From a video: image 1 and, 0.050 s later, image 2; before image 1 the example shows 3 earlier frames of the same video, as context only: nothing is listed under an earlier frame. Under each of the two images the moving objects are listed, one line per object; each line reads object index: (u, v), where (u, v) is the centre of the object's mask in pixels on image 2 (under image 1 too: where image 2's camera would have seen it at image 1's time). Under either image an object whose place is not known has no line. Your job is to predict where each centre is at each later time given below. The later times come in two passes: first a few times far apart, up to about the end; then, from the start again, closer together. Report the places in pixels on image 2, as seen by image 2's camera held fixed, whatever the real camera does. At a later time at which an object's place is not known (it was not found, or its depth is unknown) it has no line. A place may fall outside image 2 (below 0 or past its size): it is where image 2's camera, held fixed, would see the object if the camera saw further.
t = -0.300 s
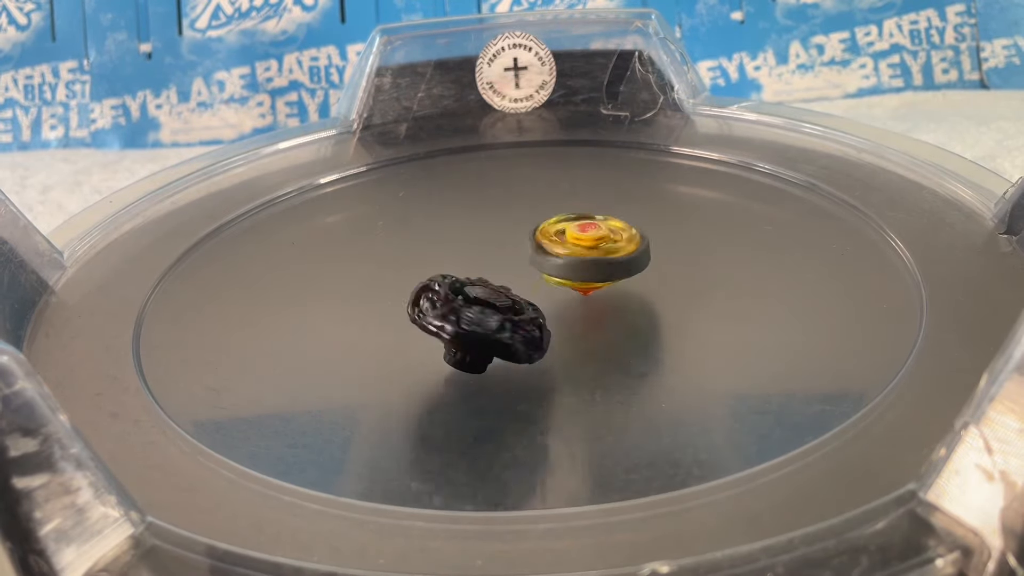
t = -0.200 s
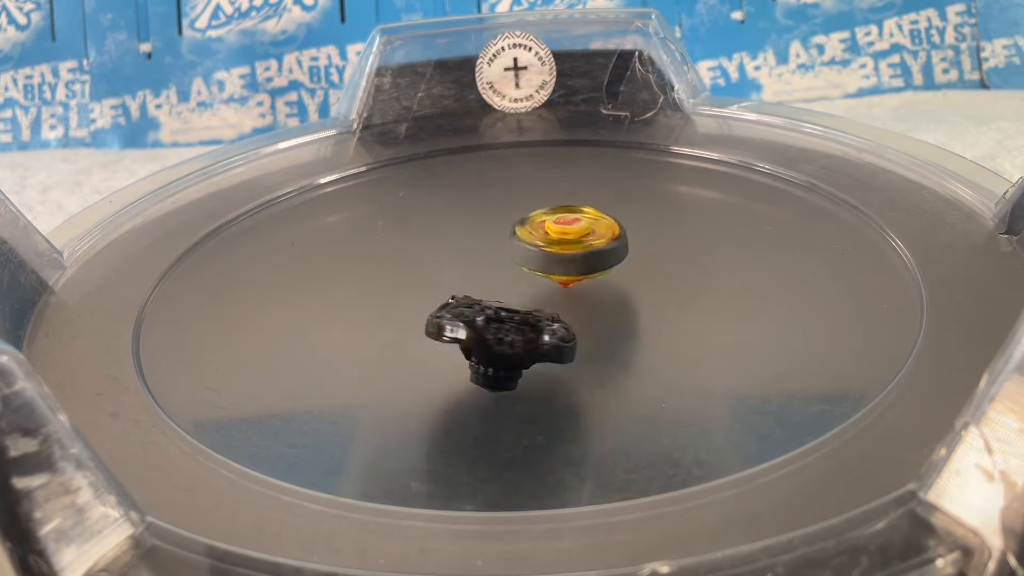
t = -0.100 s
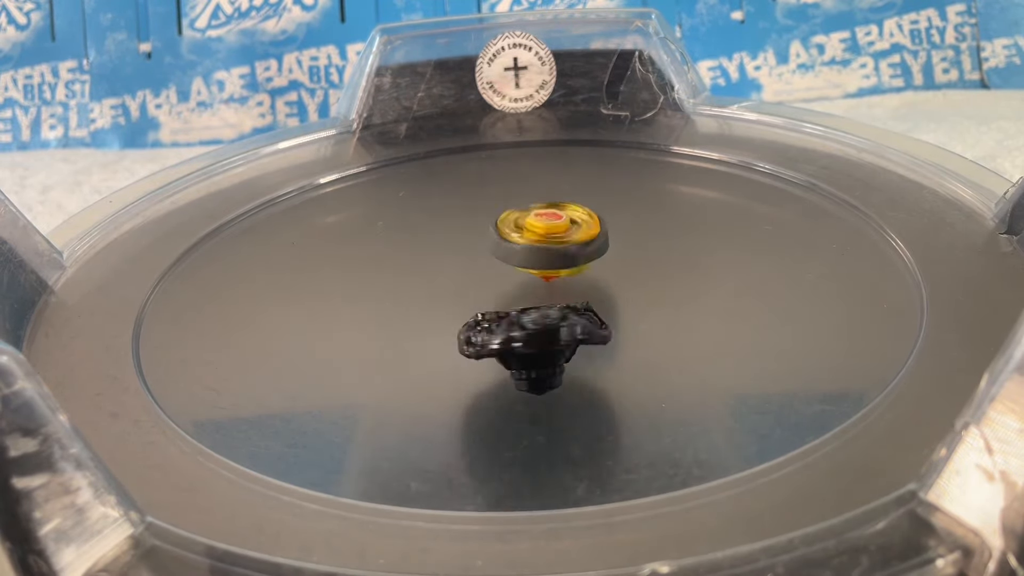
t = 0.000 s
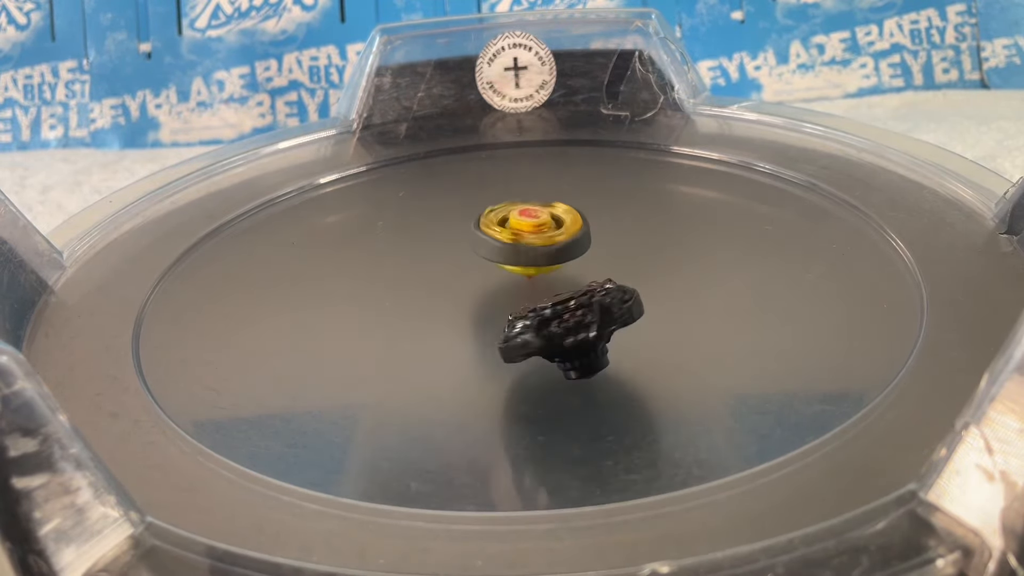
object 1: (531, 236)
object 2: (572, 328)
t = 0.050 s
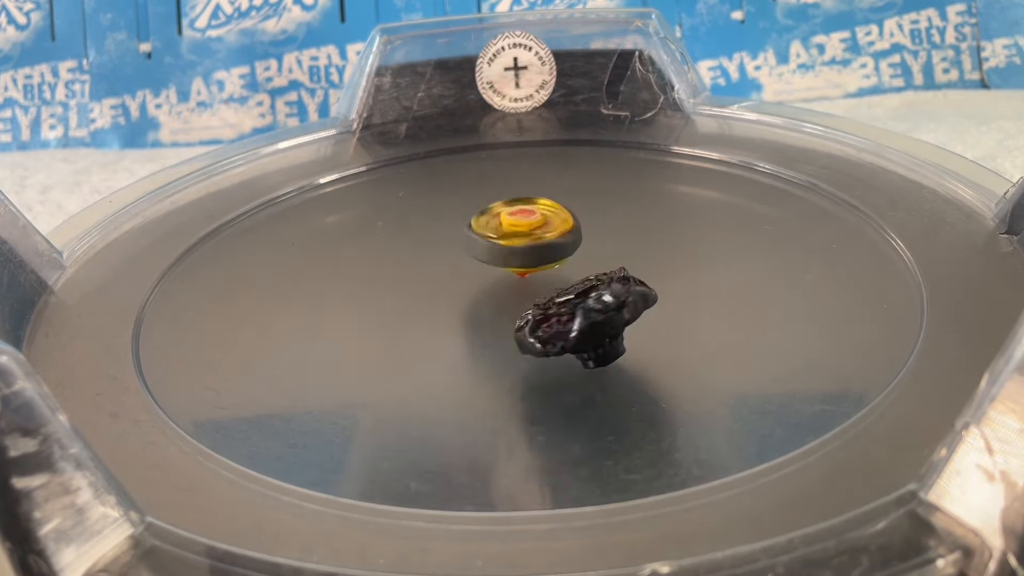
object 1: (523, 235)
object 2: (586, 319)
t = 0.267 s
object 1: (495, 242)
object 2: (610, 268)
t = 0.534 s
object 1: (432, 264)
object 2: (612, 240)
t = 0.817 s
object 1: (406, 292)
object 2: (540, 287)
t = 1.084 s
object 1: (355, 311)
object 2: (612, 298)
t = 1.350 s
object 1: (407, 320)
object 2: (581, 301)
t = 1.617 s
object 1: (418, 324)
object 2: (652, 291)
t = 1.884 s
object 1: (497, 324)
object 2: (626, 294)
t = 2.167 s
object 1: (511, 331)
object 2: (590, 262)
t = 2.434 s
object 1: (542, 328)
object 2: (567, 252)
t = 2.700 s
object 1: (559, 320)
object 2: (565, 247)
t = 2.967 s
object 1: (564, 316)
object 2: (564, 243)
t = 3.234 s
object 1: (562, 315)
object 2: (561, 241)
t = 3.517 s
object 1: (548, 309)
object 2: (562, 237)
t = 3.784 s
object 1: (524, 314)
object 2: (566, 237)
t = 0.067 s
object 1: (519, 235)
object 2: (591, 314)
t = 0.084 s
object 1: (517, 235)
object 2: (597, 309)
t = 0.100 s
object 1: (514, 236)
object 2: (599, 305)
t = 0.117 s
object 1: (513, 236)
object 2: (600, 302)
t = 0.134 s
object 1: (510, 236)
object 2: (602, 299)
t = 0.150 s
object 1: (508, 237)
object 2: (606, 294)
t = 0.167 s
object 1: (507, 237)
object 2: (607, 290)
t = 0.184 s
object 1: (504, 237)
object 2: (607, 287)
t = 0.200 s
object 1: (502, 238)
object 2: (608, 283)
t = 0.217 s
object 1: (500, 238)
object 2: (610, 279)
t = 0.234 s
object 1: (498, 240)
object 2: (612, 274)
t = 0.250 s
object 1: (496, 241)
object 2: (610, 271)
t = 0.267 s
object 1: (495, 242)
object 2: (610, 268)
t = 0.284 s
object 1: (495, 242)
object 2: (611, 264)
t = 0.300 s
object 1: (493, 243)
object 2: (613, 260)
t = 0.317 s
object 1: (491, 243)
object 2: (611, 256)
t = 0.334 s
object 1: (489, 245)
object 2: (609, 254)
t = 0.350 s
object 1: (488, 246)
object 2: (607, 252)
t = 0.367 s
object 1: (487, 248)
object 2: (606, 249)
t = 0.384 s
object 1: (484, 249)
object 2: (606, 247)
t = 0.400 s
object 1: (473, 250)
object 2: (612, 244)
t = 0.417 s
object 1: (463, 251)
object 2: (616, 243)
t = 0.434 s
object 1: (454, 253)
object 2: (619, 242)
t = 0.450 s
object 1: (446, 255)
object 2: (619, 241)
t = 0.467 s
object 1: (442, 257)
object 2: (617, 240)
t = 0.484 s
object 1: (438, 259)
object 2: (616, 238)
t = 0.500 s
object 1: (436, 261)
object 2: (614, 238)
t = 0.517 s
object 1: (434, 263)
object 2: (613, 239)
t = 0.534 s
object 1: (432, 264)
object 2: (612, 240)
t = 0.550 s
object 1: (428, 265)
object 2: (608, 242)
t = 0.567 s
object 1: (425, 267)
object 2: (605, 244)
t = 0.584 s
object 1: (424, 269)
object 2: (600, 245)
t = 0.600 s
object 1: (422, 271)
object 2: (597, 247)
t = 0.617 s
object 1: (421, 273)
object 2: (593, 248)
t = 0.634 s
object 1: (420, 274)
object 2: (588, 250)
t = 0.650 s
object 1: (418, 275)
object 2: (583, 253)
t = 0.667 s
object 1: (415, 277)
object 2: (578, 256)
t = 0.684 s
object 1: (414, 279)
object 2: (572, 259)
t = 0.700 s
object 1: (414, 280)
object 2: (566, 263)
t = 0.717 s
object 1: (413, 283)
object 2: (560, 267)
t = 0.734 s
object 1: (413, 284)
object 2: (555, 271)
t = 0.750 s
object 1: (413, 285)
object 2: (549, 275)
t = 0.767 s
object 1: (410, 286)
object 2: (546, 279)
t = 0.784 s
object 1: (407, 288)
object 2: (545, 282)
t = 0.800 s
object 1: (406, 290)
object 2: (543, 284)
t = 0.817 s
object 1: (406, 292)
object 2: (540, 287)
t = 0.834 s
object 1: (393, 292)
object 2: (551, 289)
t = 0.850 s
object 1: (383, 293)
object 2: (562, 292)
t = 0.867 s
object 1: (373, 294)
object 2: (571, 293)
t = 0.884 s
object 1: (366, 296)
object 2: (578, 294)
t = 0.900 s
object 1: (362, 298)
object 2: (583, 294)
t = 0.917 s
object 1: (360, 299)
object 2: (589, 295)
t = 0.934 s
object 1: (360, 300)
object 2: (593, 296)
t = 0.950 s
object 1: (359, 301)
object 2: (598, 298)
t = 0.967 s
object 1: (356, 302)
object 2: (600, 298)
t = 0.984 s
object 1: (354, 304)
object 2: (602, 298)
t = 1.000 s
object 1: (354, 305)
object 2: (604, 298)
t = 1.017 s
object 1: (354, 306)
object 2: (608, 298)
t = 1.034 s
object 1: (355, 308)
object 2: (612, 298)
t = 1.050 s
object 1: (355, 308)
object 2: (615, 296)
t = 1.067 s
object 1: (354, 309)
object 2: (614, 297)
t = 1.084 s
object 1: (355, 311)
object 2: (612, 298)
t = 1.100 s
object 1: (357, 312)
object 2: (610, 298)
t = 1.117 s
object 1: (359, 314)
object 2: (610, 298)
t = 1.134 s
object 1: (362, 314)
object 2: (611, 298)
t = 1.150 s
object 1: (363, 314)
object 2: (610, 297)
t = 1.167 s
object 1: (364, 315)
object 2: (609, 296)
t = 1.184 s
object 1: (367, 317)
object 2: (608, 296)
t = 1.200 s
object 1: (371, 318)
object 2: (606, 296)
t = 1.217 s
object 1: (375, 318)
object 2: (604, 296)
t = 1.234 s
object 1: (378, 318)
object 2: (601, 296)
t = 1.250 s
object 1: (381, 318)
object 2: (598, 296)
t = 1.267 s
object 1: (384, 319)
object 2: (595, 296)
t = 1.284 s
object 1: (388, 320)
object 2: (592, 297)
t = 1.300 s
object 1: (394, 321)
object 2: (589, 298)
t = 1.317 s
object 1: (399, 321)
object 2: (586, 300)
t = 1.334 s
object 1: (403, 320)
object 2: (583, 301)
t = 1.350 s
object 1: (407, 320)
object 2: (581, 301)
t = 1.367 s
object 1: (411, 322)
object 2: (578, 302)
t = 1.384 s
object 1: (417, 322)
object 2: (575, 303)
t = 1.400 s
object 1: (422, 322)
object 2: (572, 304)
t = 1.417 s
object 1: (428, 321)
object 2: (569, 306)
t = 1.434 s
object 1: (421, 322)
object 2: (577, 305)
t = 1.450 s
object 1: (410, 323)
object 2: (592, 305)
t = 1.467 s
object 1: (403, 324)
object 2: (605, 303)
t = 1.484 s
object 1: (398, 324)
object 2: (616, 302)
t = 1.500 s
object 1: (397, 322)
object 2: (625, 301)
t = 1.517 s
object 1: (396, 322)
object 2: (632, 299)
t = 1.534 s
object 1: (398, 323)
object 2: (637, 296)
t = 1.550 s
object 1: (402, 323)
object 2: (642, 295)
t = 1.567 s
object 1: (407, 324)
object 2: (646, 294)
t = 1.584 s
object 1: (411, 323)
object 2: (649, 293)
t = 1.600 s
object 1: (414, 323)
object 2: (651, 292)
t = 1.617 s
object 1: (418, 324)
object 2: (652, 291)
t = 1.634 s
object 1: (423, 325)
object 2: (652, 291)
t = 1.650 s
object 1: (427, 326)
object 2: (651, 291)
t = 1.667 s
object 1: (432, 325)
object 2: (649, 292)
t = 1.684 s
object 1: (436, 325)
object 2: (648, 294)
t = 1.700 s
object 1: (440, 326)
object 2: (647, 293)
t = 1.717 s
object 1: (445, 326)
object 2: (645, 292)
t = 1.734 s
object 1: (451, 326)
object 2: (643, 292)
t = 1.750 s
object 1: (456, 325)
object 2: (642, 292)
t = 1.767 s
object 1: (460, 325)
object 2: (640, 292)
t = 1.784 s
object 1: (465, 325)
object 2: (638, 293)
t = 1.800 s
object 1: (471, 325)
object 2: (636, 294)
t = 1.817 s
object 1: (477, 325)
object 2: (633, 294)
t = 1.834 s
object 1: (482, 324)
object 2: (631, 295)
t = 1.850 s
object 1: (487, 323)
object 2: (628, 295)
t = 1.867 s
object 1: (492, 324)
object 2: (626, 294)
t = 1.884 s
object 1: (497, 324)
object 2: (626, 294)
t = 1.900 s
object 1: (498, 324)
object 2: (625, 291)
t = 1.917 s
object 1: (501, 323)
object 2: (625, 289)
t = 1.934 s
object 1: (504, 323)
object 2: (623, 288)
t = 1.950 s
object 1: (506, 324)
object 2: (622, 285)
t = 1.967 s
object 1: (511, 324)
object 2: (621, 284)
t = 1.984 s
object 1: (515, 323)
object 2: (617, 282)
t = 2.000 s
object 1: (517, 321)
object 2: (615, 280)
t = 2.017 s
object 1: (519, 321)
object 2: (612, 278)
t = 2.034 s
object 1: (515, 325)
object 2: (610, 273)
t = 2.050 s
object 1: (513, 327)
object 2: (610, 274)
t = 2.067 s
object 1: (510, 327)
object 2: (609, 270)
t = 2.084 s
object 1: (507, 329)
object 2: (606, 269)
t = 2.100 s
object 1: (506, 331)
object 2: (606, 268)
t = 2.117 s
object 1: (506, 331)
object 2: (603, 266)
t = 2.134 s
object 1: (509, 331)
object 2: (600, 264)
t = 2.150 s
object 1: (510, 330)
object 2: (595, 263)
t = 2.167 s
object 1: (511, 331)
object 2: (590, 262)
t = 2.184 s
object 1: (515, 332)
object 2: (585, 261)
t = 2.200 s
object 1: (518, 332)
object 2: (582, 260)
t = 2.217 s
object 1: (520, 332)
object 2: (579, 258)
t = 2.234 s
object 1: (520, 332)
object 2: (575, 259)
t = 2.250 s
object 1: (522, 333)
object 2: (572, 258)
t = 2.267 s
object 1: (524, 333)
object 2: (570, 257)
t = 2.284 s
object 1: (527, 332)
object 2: (569, 255)
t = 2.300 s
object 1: (526, 331)
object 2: (569, 255)
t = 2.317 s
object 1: (529, 332)
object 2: (567, 256)
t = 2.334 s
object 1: (531, 332)
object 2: (566, 255)
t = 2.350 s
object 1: (534, 331)
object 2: (566, 254)
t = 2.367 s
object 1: (535, 330)
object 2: (567, 253)
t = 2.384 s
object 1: (535, 330)
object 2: (567, 254)
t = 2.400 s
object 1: (538, 330)
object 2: (566, 254)
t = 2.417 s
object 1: (540, 329)
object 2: (566, 254)
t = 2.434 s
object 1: (542, 328)
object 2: (567, 252)
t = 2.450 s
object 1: (542, 327)
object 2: (567, 253)
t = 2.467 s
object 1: (544, 327)
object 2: (567, 253)
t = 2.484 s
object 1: (545, 327)
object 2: (566, 253)
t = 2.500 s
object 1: (547, 327)
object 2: (566, 251)
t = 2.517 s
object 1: (546, 326)
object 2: (567, 251)
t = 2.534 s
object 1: (547, 326)
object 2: (567, 251)
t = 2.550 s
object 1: (549, 325)
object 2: (566, 251)
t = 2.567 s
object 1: (552, 324)
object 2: (565, 250)
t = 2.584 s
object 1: (552, 322)
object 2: (567, 249)
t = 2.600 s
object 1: (552, 322)
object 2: (567, 249)
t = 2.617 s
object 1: (554, 321)
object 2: (567, 249)
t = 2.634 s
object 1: (556, 322)
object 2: (565, 248)
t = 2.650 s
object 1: (556, 321)
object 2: (566, 246)
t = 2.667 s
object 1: (556, 321)
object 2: (566, 247)
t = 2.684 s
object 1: (556, 320)
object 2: (566, 247)
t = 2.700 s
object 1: (559, 320)
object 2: (565, 247)
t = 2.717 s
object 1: (560, 319)
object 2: (565, 245)
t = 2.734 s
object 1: (559, 318)
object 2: (566, 245)
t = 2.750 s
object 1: (560, 319)
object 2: (566, 246)
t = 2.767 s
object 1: (561, 319)
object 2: (565, 245)
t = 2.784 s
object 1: (561, 318)
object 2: (565, 244)
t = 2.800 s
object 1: (561, 318)
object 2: (565, 244)
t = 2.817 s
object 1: (561, 319)
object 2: (566, 244)
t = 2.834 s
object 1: (562, 318)
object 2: (564, 245)
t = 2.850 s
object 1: (564, 317)
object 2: (564, 244)
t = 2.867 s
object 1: (563, 316)
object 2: (565, 243)
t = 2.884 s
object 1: (563, 317)
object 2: (565, 244)
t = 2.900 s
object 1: (564, 317)
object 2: (564, 244)
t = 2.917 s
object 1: (565, 316)
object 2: (564, 243)
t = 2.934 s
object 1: (563, 316)
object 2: (564, 242)
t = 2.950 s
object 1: (563, 316)
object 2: (564, 243)
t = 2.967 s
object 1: (564, 316)
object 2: (564, 243)
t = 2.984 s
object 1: (565, 315)
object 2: (563, 243)
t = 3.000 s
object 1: (564, 314)
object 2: (564, 242)
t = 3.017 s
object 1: (564, 315)
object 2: (564, 242)
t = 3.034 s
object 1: (564, 315)
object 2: (563, 242)
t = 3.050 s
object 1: (565, 315)
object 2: (562, 242)
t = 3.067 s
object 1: (563, 316)
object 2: (563, 241)
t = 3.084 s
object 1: (563, 317)
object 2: (563, 242)
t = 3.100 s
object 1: (563, 317)
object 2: (562, 243)
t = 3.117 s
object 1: (564, 315)
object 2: (562, 241)
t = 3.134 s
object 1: (562, 315)
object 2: (563, 241)
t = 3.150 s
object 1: (563, 315)
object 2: (563, 242)
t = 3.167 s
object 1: (564, 315)
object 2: (562, 242)
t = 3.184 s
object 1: (564, 313)
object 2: (562, 241)
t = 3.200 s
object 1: (562, 314)
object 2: (562, 241)
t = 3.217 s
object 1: (561, 315)
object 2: (562, 241)
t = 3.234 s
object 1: (562, 315)
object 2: (561, 241)
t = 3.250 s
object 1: (561, 314)
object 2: (561, 240)
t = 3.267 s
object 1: (559, 314)
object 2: (562, 240)
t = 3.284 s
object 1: (559, 314)
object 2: (562, 241)
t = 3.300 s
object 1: (560, 313)
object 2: (561, 240)
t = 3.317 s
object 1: (559, 311)
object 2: (562, 239)
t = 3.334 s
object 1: (558, 312)
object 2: (562, 240)
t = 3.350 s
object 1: (557, 312)
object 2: (562, 239)
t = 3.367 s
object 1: (557, 312)
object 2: (561, 239)
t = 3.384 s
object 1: (555, 311)
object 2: (562, 238)
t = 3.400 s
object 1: (554, 312)
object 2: (562, 238)
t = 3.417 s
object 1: (554, 311)
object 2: (561, 238)
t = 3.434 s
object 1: (554, 310)
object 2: (561, 238)
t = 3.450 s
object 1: (551, 310)
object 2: (562, 237)
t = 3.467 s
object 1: (551, 311)
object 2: (562, 238)
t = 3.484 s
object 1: (551, 311)
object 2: (561, 237)
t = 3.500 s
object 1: (551, 309)
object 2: (562, 236)
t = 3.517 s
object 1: (548, 309)
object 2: (562, 237)
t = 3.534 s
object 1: (547, 310)
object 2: (562, 237)
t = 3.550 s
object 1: (547, 310)
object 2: (561, 237)
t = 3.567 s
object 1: (545, 308)
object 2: (563, 236)
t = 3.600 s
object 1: (544, 309)
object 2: (563, 236)
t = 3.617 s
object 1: (543, 309)
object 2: (562, 237)
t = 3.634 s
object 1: (543, 309)
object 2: (562, 236)
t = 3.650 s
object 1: (537, 311)
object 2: (564, 235)
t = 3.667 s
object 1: (534, 314)
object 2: (564, 236)
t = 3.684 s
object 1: (532, 315)
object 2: (565, 235)
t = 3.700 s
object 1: (528, 314)
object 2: (567, 235)
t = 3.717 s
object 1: (527, 315)
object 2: (567, 236)
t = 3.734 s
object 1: (527, 315)
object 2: (566, 237)
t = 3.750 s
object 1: (528, 314)
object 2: (567, 236)
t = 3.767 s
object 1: (525, 314)
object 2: (567, 237)
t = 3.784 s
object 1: (524, 314)
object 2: (566, 237)
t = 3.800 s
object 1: (524, 314)
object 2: (566, 237)
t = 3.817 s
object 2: (566, 237)
